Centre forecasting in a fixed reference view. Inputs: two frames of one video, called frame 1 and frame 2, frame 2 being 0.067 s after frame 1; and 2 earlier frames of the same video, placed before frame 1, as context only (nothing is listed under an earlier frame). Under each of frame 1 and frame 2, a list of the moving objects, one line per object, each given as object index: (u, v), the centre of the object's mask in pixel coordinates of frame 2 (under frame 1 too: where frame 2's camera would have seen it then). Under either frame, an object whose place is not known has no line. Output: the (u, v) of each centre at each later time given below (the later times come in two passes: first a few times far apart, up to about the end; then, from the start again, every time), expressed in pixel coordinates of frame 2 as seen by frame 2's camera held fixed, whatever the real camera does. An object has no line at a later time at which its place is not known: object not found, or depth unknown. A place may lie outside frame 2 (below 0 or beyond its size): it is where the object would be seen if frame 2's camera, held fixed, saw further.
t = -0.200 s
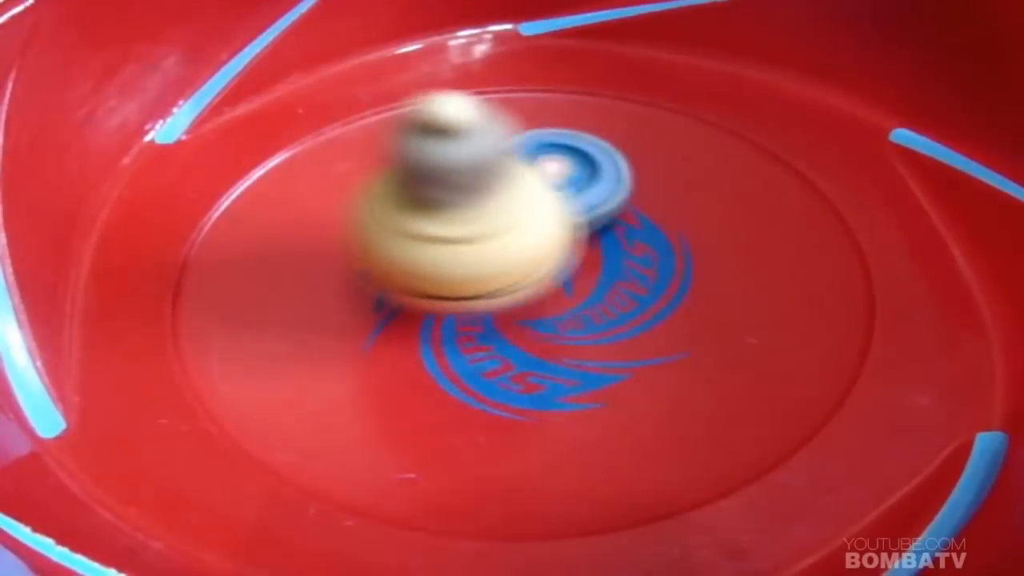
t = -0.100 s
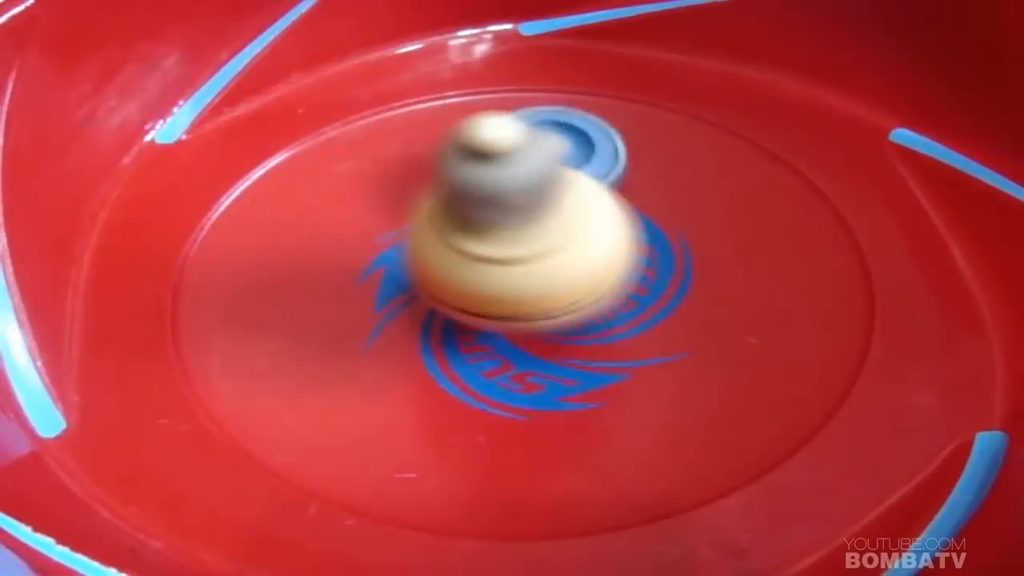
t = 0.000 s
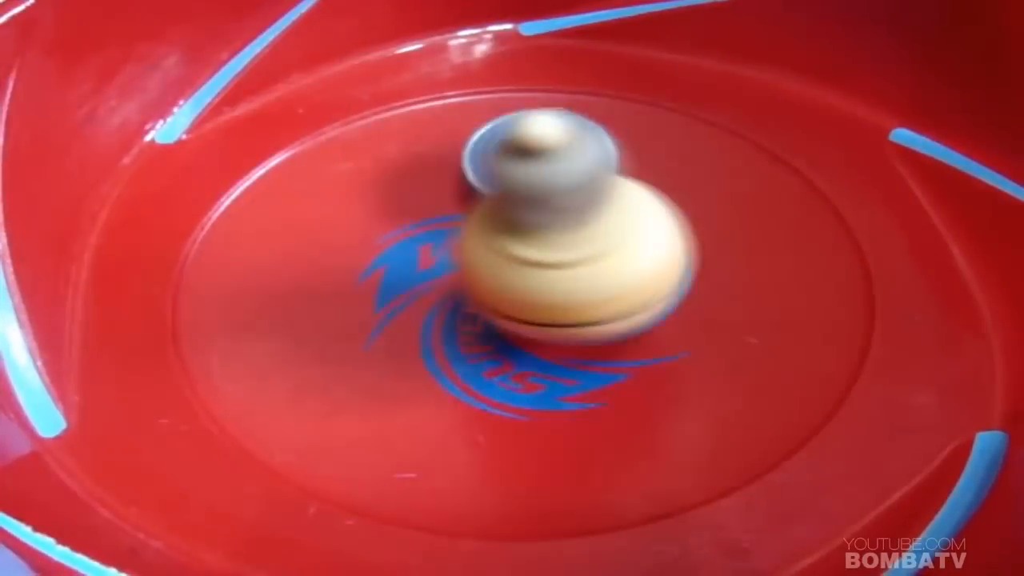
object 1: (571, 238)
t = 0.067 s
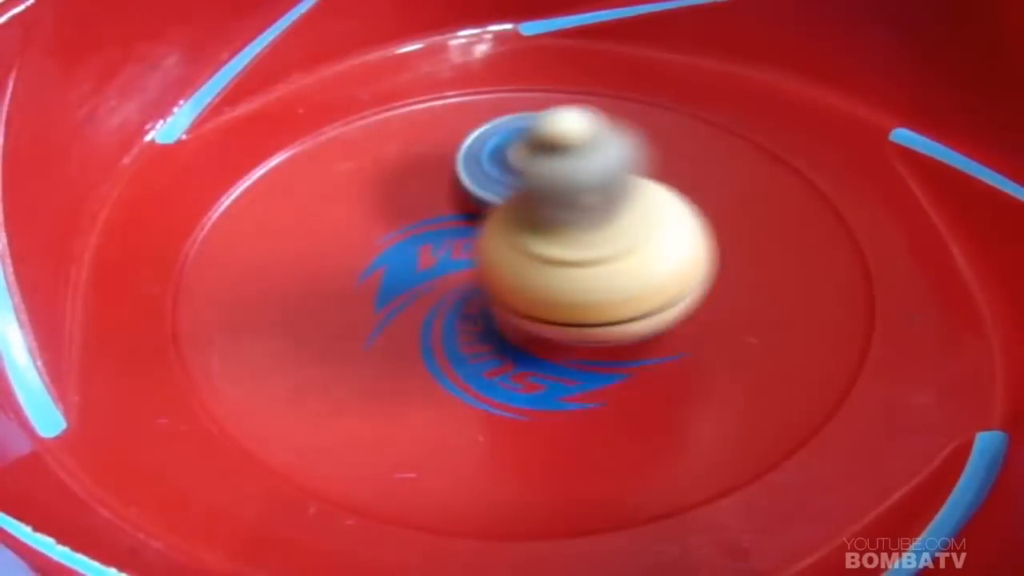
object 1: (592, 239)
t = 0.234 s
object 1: (606, 228)
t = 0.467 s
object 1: (523, 237)
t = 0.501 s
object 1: (515, 239)
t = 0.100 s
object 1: (604, 238)
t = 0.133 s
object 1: (610, 235)
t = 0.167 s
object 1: (612, 233)
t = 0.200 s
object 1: (611, 231)
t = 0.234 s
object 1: (606, 228)
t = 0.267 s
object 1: (592, 222)
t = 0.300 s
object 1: (581, 219)
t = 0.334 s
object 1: (574, 223)
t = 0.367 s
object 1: (551, 234)
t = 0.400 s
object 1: (537, 234)
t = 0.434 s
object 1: (530, 236)
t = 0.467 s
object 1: (523, 237)
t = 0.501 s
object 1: (515, 239)
